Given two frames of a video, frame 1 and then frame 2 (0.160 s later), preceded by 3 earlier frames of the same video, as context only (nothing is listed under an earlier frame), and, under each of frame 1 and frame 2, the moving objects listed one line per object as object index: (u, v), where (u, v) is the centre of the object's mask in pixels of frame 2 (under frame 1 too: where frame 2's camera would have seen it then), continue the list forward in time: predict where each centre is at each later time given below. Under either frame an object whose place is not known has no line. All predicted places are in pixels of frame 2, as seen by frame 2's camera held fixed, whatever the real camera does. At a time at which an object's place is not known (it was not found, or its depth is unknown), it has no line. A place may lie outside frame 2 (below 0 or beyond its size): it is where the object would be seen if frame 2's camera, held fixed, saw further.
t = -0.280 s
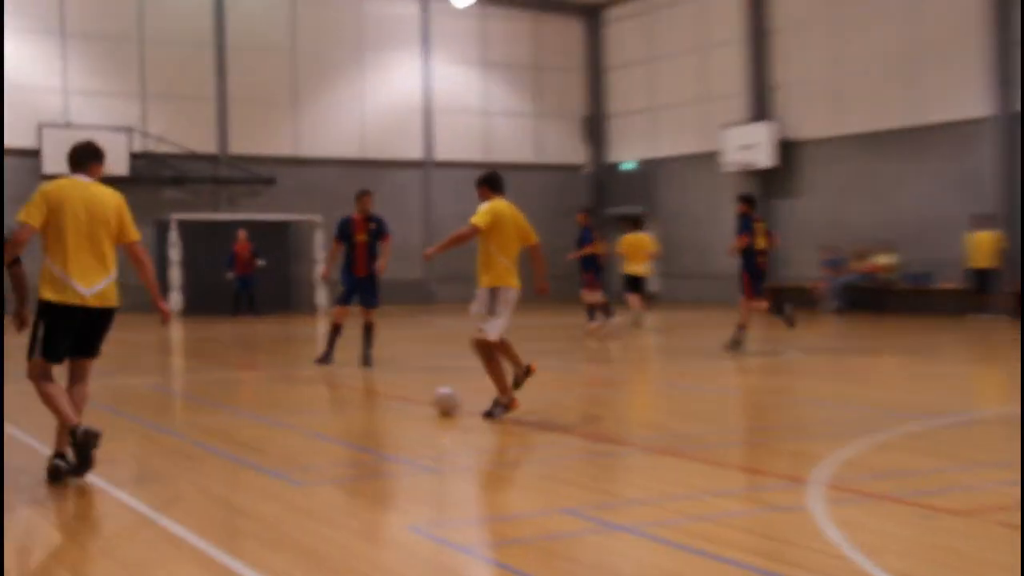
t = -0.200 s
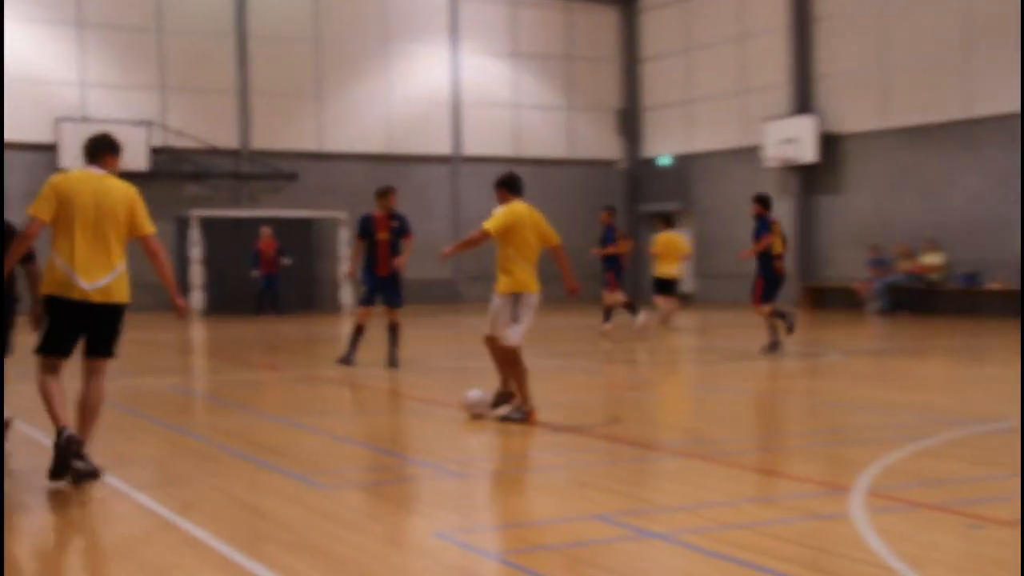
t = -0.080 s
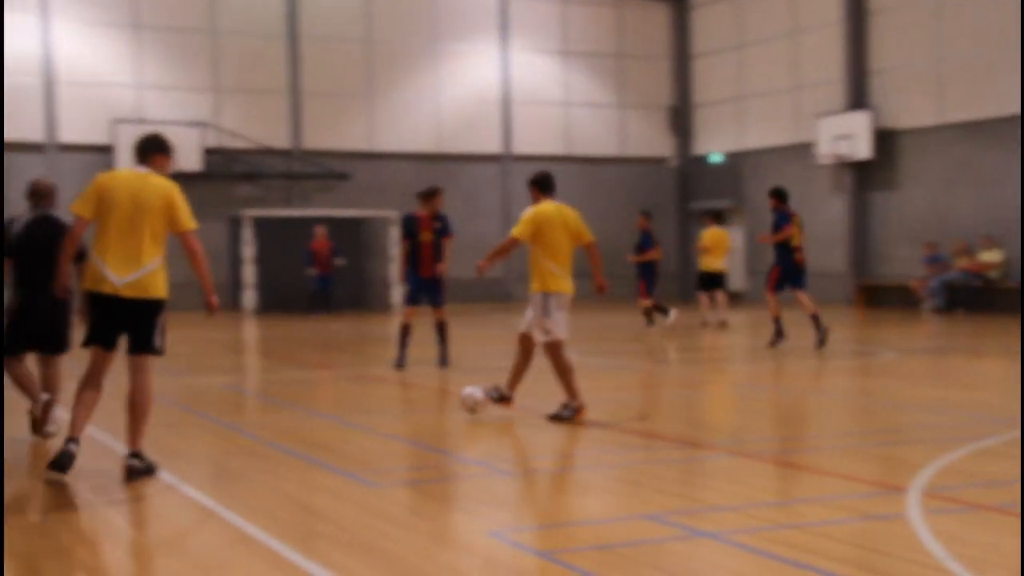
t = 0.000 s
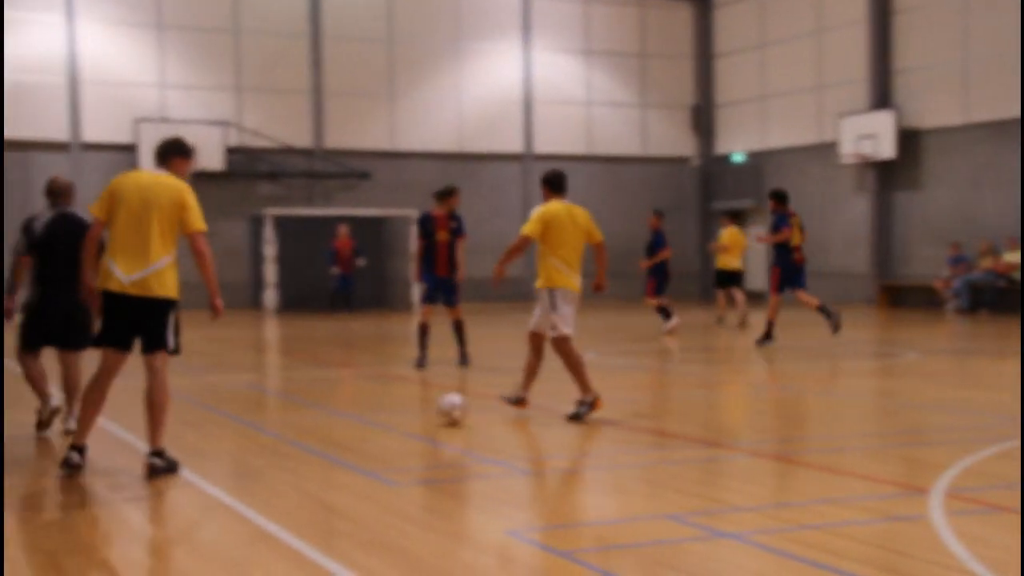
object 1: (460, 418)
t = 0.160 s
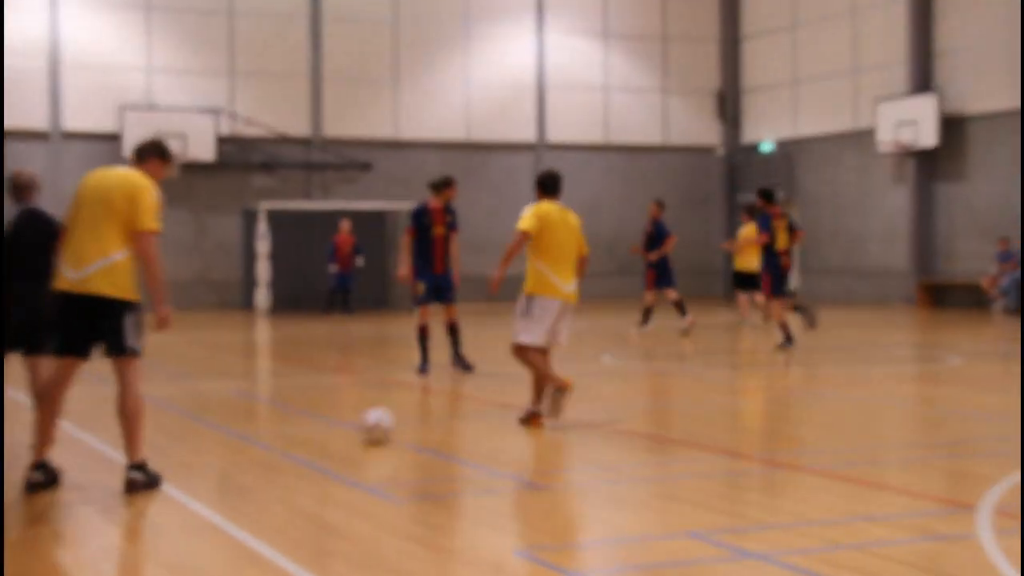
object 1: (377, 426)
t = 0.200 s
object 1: (357, 430)
